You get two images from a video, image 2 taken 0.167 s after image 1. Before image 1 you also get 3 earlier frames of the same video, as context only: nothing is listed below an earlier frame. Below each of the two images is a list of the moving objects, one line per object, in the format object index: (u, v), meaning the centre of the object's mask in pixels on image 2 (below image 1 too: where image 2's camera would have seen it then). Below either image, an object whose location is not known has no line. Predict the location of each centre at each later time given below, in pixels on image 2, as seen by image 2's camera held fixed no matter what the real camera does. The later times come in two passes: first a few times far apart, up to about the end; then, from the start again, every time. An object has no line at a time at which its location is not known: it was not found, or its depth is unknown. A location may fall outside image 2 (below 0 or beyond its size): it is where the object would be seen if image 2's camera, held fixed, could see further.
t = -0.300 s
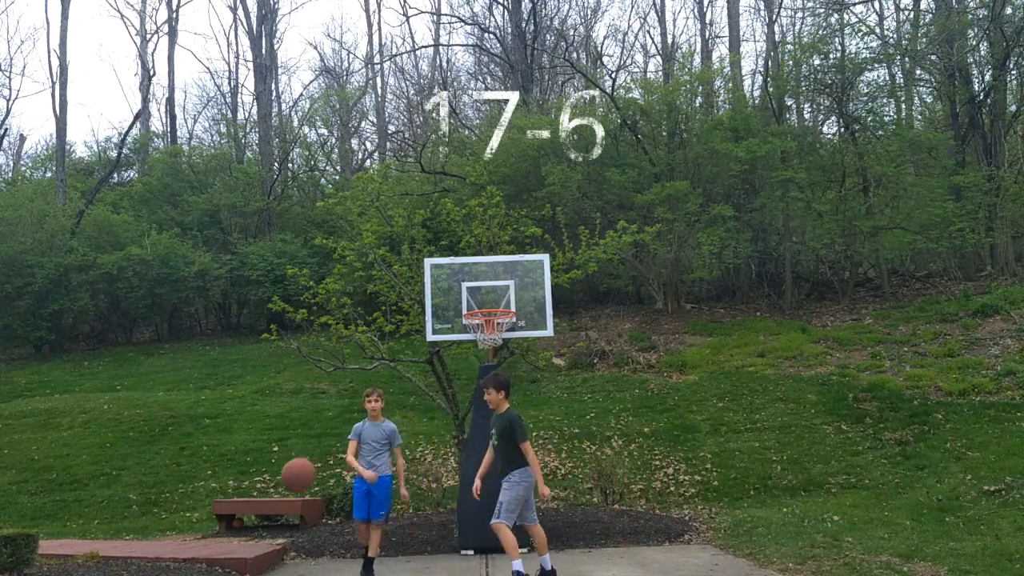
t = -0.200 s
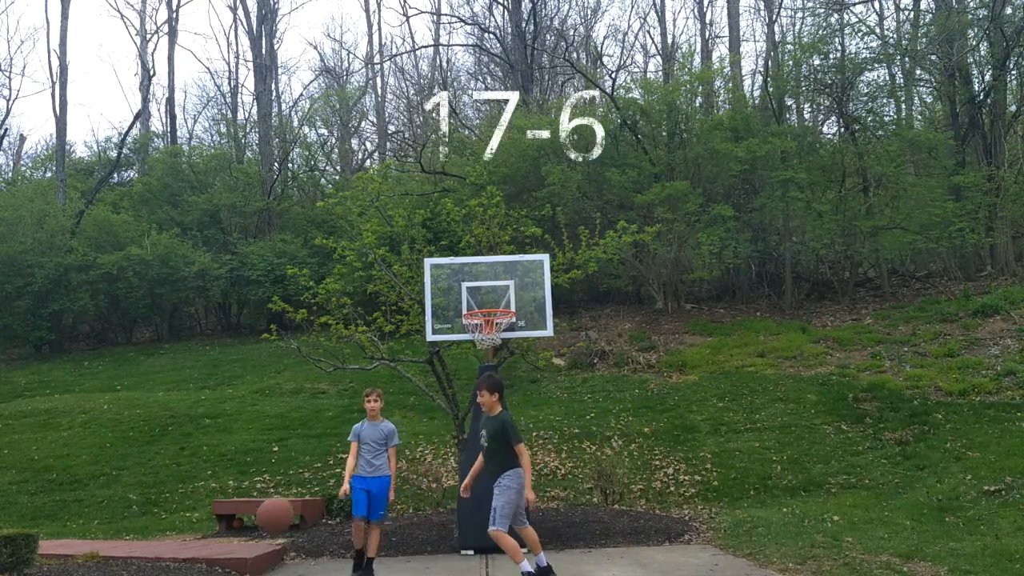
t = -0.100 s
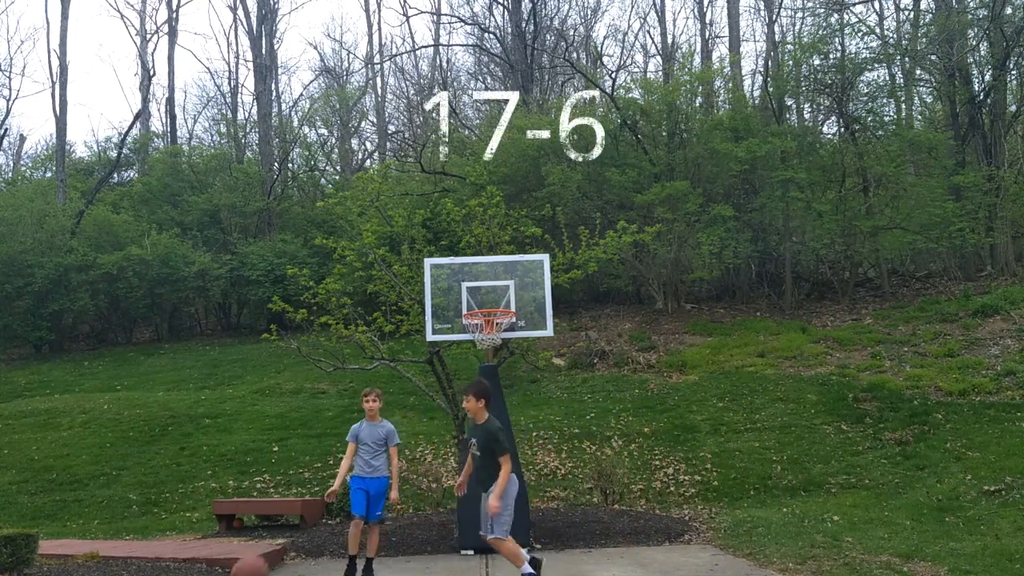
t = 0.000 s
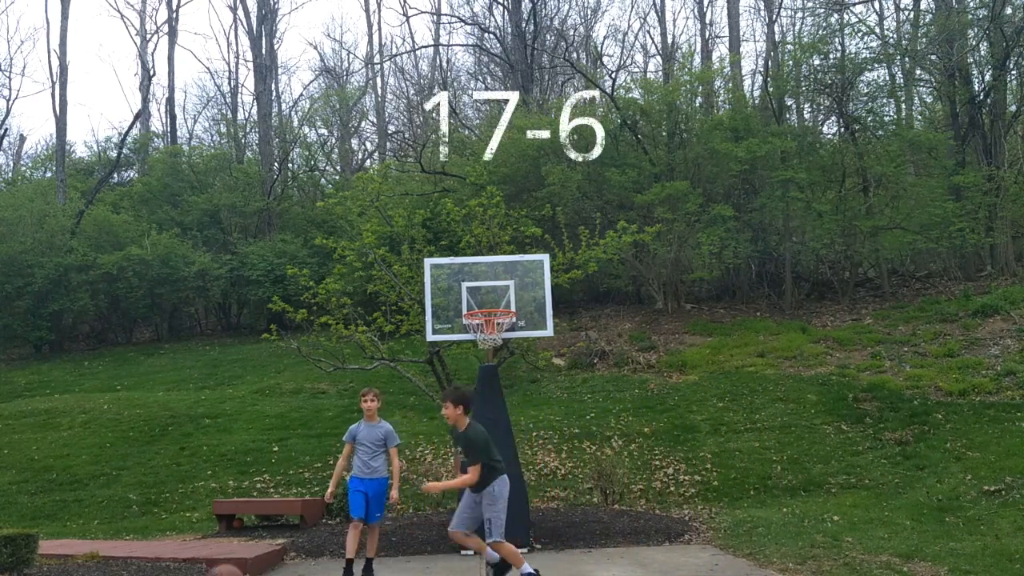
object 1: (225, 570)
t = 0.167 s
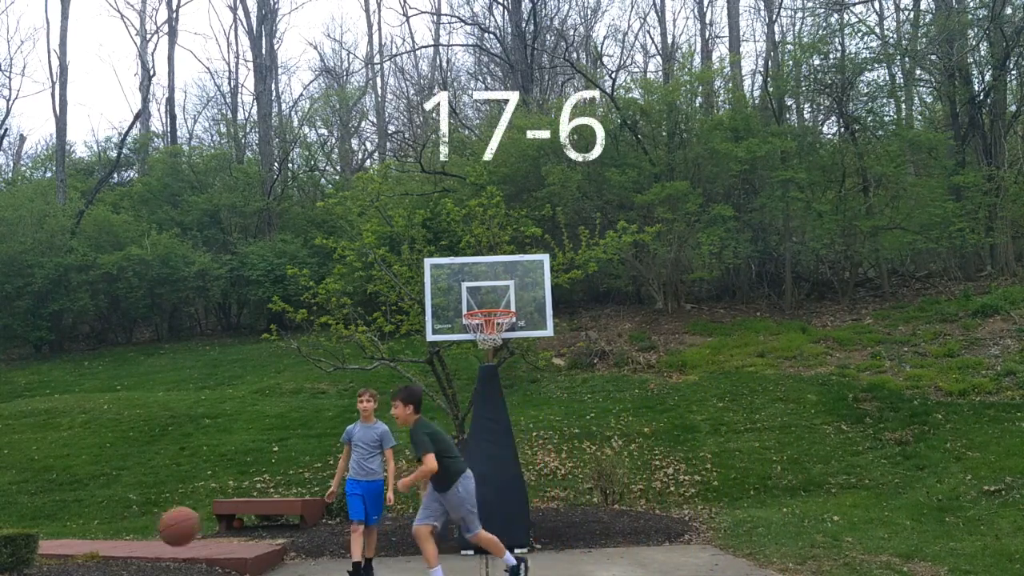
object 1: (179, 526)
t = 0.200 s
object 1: (169, 520)
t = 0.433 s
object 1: (93, 527)
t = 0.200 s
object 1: (169, 520)
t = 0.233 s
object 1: (159, 515)
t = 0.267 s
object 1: (149, 512)
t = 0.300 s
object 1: (138, 511)
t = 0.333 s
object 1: (127, 512)
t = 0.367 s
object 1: (116, 515)
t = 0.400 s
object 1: (105, 520)
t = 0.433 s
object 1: (93, 527)
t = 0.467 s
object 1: (80, 537)
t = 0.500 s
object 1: (67, 548)
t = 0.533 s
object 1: (54, 559)
